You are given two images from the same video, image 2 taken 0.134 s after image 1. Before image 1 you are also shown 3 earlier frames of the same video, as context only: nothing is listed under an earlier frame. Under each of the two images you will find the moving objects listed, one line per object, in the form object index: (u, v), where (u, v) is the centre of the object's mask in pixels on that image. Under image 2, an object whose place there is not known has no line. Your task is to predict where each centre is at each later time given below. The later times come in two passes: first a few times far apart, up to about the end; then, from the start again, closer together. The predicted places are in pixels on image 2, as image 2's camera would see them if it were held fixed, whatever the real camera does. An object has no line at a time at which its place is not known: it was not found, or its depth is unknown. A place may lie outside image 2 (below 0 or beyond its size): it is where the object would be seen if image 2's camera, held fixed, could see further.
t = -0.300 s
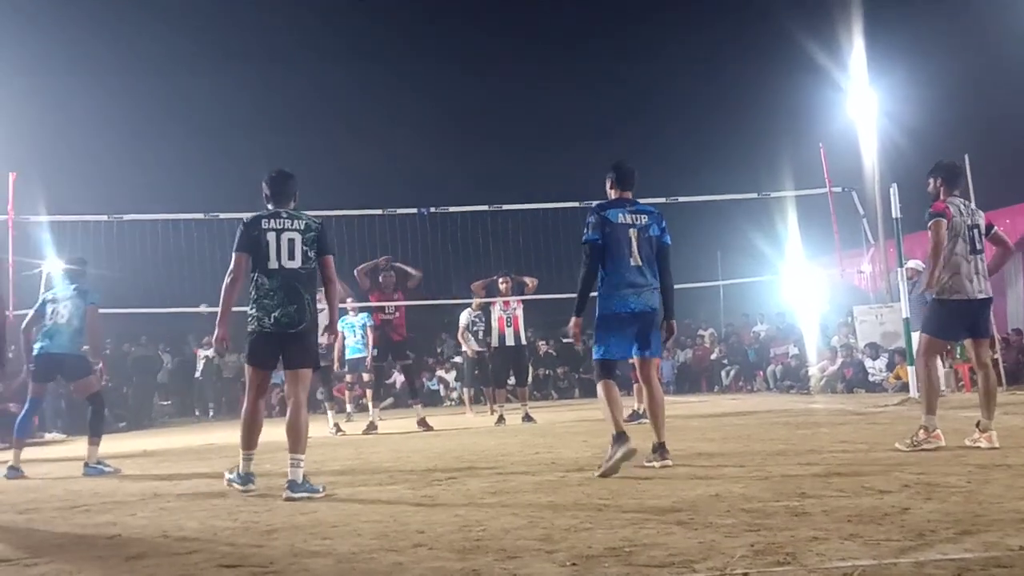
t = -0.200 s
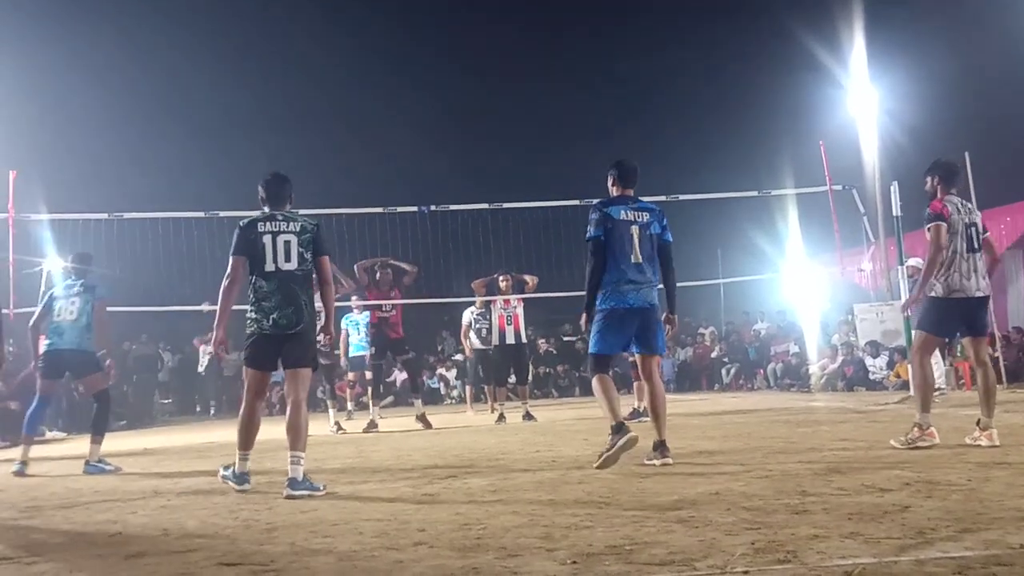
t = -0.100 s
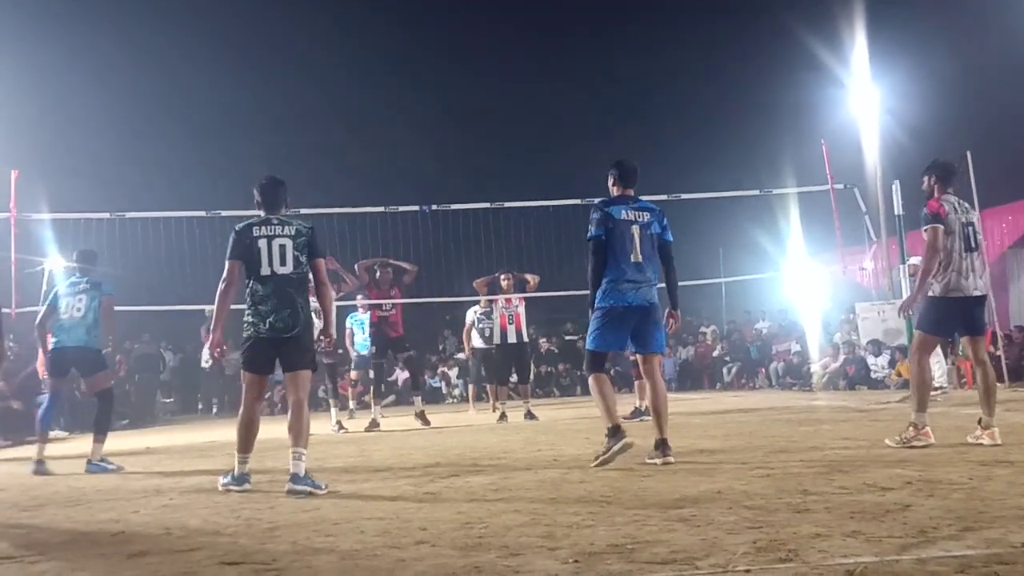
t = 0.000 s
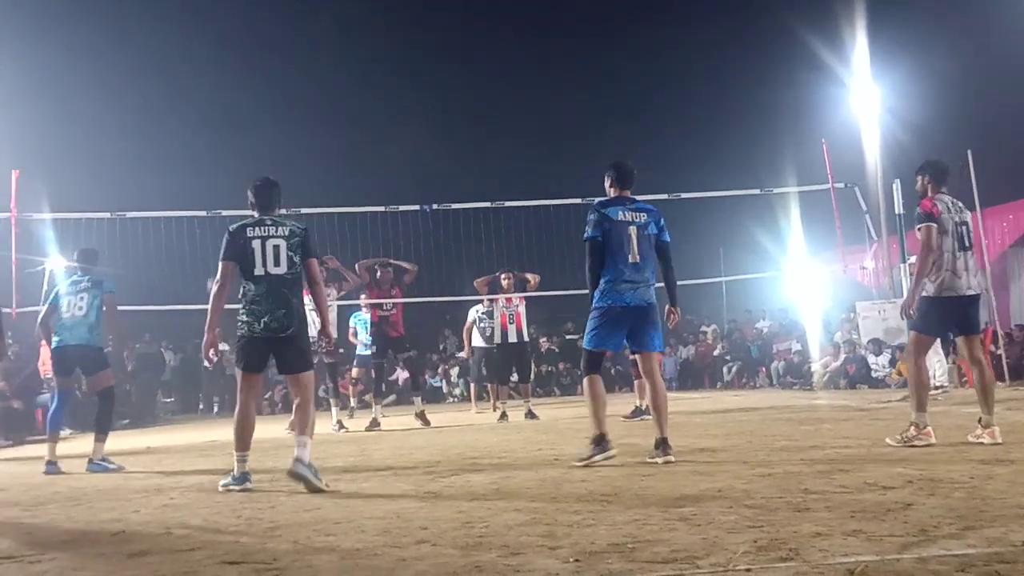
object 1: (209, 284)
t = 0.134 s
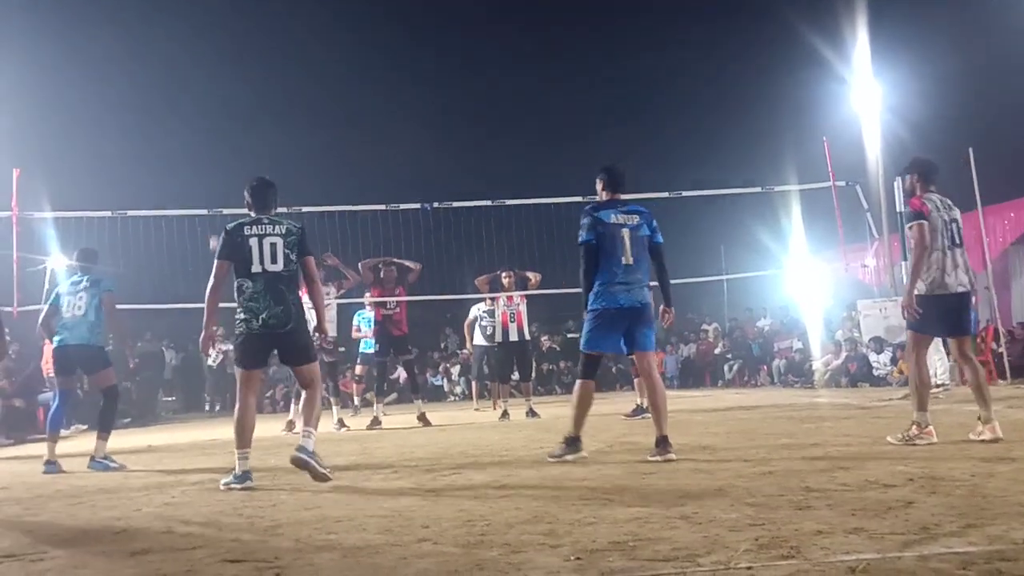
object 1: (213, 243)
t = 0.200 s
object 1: (215, 225)
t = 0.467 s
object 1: (216, 168)
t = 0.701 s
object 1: (222, 150)
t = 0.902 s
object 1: (233, 168)
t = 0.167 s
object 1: (214, 234)
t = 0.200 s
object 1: (215, 225)
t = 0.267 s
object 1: (215, 204)
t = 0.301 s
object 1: (215, 199)
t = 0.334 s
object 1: (215, 192)
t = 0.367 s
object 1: (215, 186)
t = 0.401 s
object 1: (215, 179)
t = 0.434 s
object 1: (215, 173)
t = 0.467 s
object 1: (216, 168)
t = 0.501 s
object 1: (216, 164)
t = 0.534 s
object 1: (217, 160)
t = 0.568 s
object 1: (218, 156)
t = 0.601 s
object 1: (219, 153)
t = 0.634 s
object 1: (219, 151)
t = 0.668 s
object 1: (221, 150)
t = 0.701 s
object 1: (222, 150)
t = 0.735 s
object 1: (224, 150)
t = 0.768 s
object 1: (225, 152)
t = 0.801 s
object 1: (227, 154)
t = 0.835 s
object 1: (229, 158)
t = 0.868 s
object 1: (231, 162)
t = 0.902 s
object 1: (233, 168)
